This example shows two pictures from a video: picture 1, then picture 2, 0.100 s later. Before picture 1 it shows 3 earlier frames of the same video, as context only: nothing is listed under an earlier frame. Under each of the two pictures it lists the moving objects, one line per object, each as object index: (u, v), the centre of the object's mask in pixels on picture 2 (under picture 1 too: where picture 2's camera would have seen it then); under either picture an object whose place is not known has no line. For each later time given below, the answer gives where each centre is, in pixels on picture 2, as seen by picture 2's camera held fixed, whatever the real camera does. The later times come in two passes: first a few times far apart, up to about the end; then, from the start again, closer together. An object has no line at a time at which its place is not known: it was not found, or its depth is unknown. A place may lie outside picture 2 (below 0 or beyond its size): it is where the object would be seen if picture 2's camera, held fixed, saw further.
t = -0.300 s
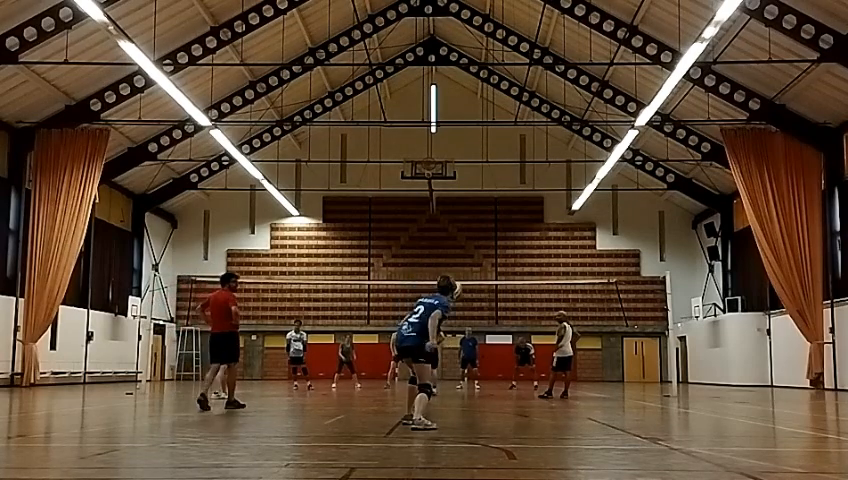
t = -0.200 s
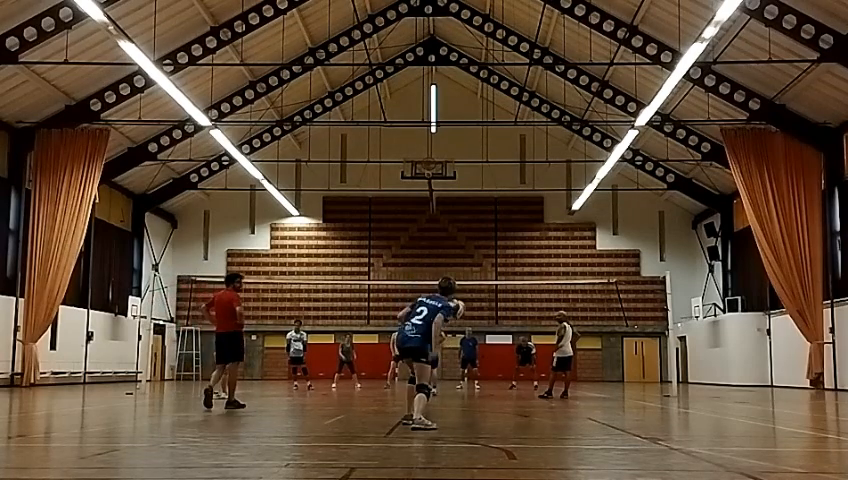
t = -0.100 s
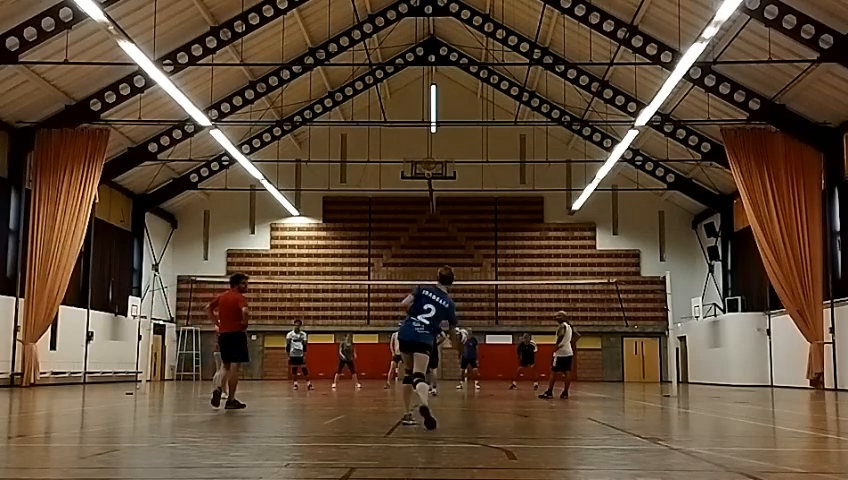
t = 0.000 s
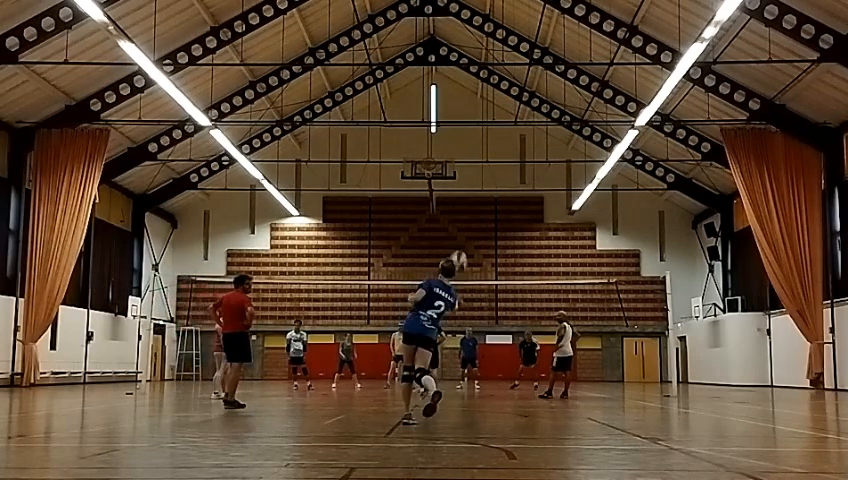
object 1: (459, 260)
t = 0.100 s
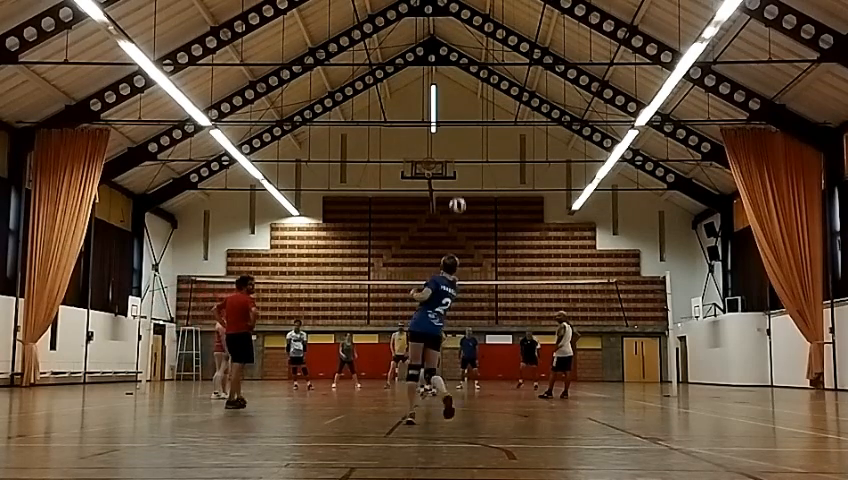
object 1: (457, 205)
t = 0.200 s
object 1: (457, 165)
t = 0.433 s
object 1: (459, 118)
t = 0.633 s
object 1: (462, 107)
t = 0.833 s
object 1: (464, 118)
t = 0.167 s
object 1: (457, 177)
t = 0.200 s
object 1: (457, 165)
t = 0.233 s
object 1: (457, 155)
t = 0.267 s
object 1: (457, 146)
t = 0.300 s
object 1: (457, 139)
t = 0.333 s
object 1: (458, 132)
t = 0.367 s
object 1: (458, 127)
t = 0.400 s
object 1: (459, 122)
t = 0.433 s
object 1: (459, 118)
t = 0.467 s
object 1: (460, 114)
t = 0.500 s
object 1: (460, 112)
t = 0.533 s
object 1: (461, 110)
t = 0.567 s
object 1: (461, 109)
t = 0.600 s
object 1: (462, 108)
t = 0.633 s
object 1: (462, 107)
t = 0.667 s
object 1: (462, 108)
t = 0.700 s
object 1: (463, 109)
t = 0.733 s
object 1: (463, 111)
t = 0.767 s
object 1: (463, 112)
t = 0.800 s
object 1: (464, 114)
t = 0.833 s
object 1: (464, 118)
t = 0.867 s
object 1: (464, 121)
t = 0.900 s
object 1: (464, 124)
